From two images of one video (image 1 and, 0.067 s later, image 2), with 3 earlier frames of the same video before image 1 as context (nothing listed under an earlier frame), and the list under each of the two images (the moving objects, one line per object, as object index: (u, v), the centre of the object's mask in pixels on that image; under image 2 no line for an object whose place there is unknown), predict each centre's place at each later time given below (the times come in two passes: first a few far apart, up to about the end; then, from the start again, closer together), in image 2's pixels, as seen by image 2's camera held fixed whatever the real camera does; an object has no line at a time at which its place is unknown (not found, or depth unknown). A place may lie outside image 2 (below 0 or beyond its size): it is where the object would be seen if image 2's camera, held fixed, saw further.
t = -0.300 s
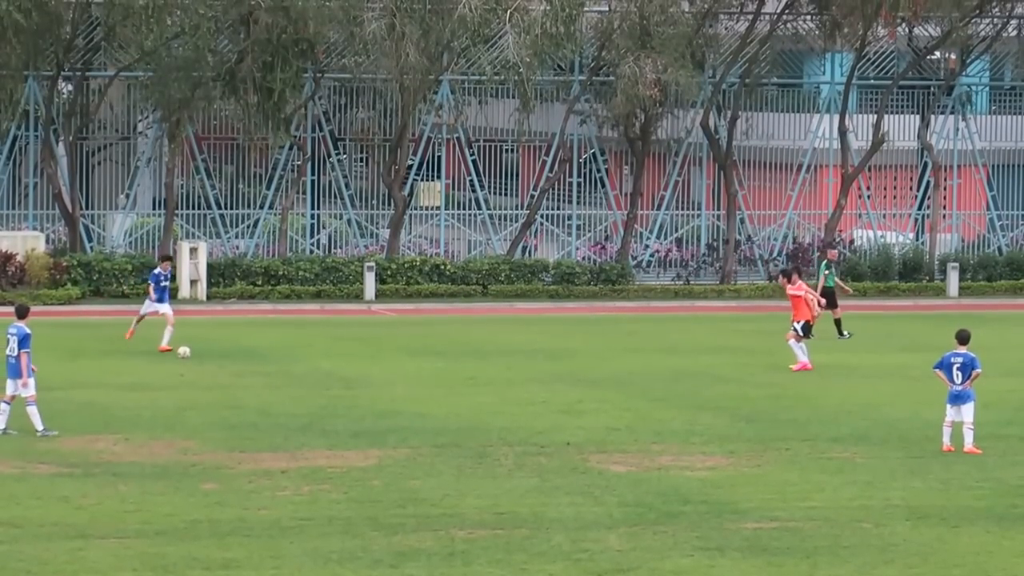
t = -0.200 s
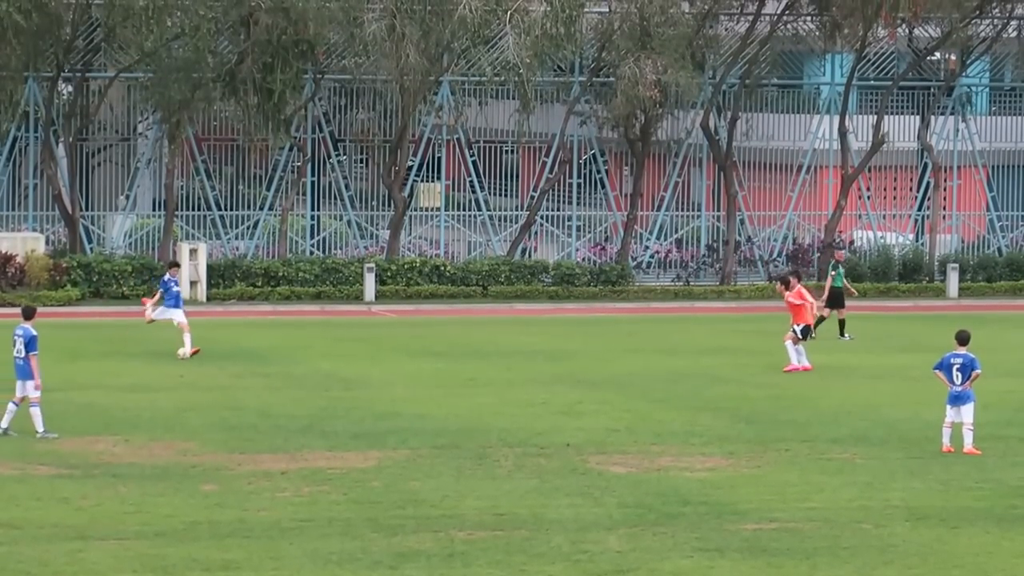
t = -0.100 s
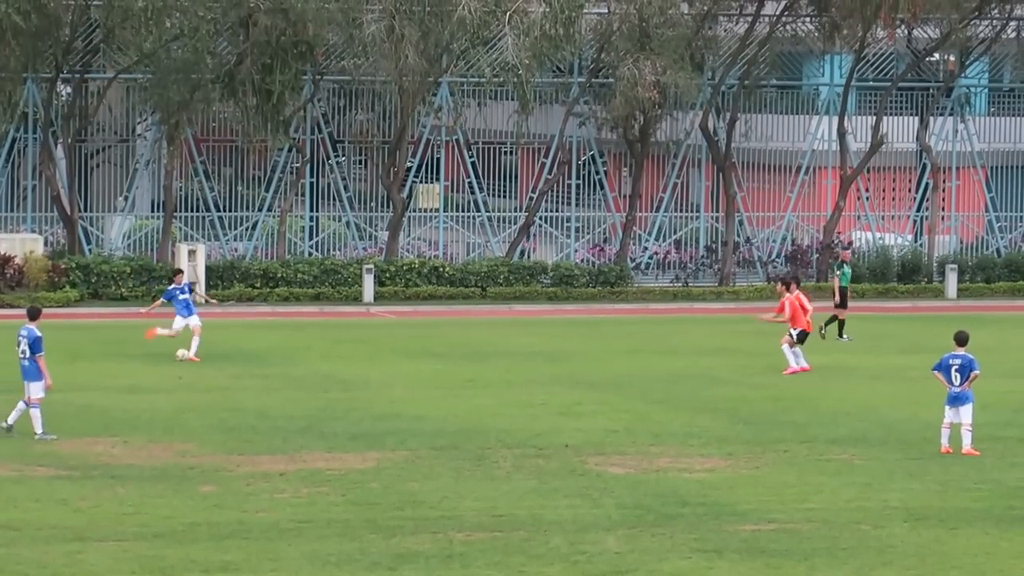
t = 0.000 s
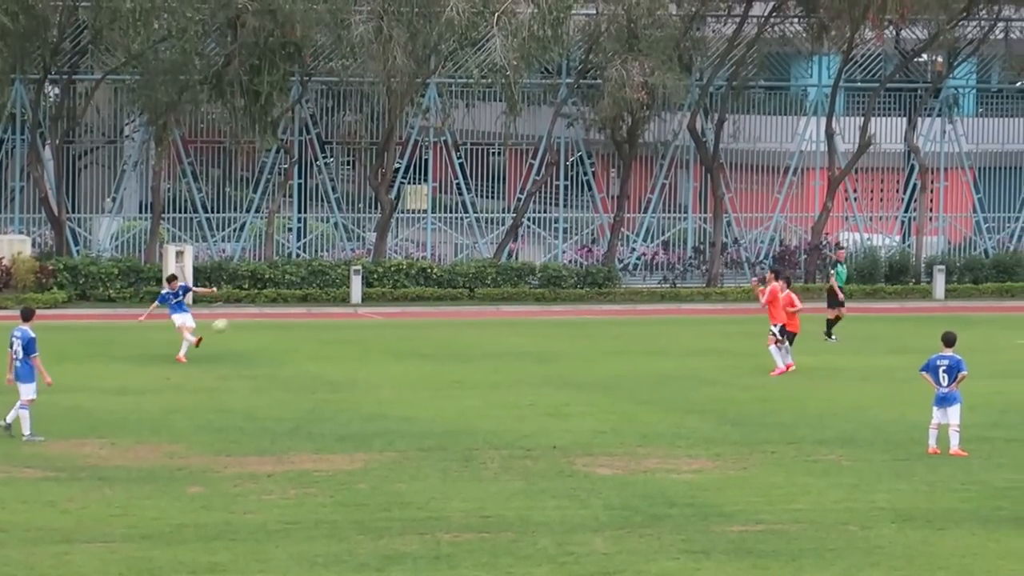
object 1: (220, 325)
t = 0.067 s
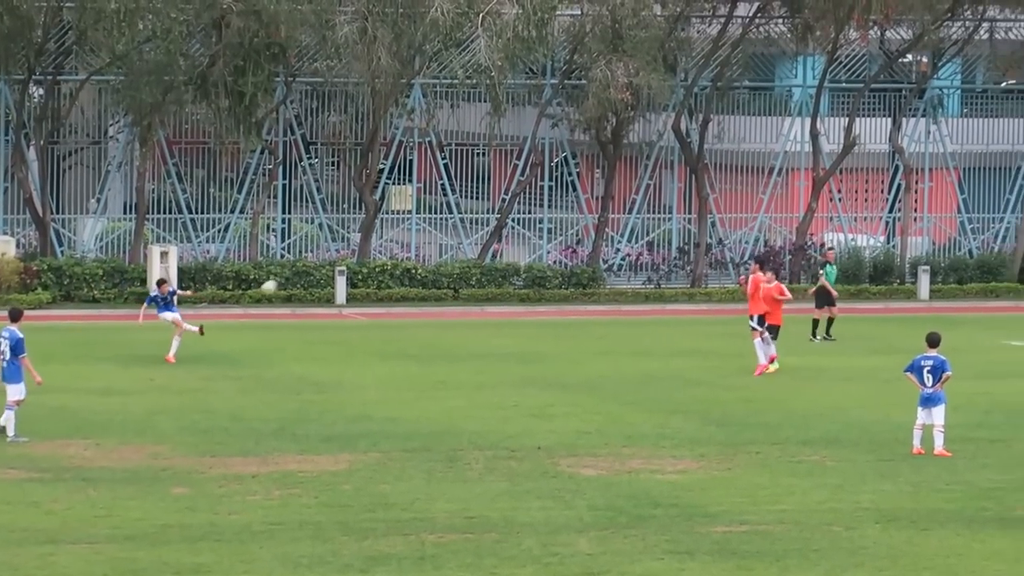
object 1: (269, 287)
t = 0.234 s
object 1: (431, 200)
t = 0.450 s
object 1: (637, 105)
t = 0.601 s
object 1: (779, 47)
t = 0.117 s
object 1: (317, 260)
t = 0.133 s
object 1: (335, 251)
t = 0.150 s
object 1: (352, 241)
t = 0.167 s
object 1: (367, 234)
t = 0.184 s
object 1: (382, 225)
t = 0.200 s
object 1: (399, 216)
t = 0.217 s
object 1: (415, 209)
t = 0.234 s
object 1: (431, 200)
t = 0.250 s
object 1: (447, 192)
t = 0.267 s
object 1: (463, 185)
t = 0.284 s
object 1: (479, 177)
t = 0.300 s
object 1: (495, 169)
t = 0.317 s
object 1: (511, 161)
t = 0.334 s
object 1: (527, 154)
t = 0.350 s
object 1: (542, 147)
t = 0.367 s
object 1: (558, 139)
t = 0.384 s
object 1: (574, 132)
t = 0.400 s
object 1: (590, 126)
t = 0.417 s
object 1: (606, 119)
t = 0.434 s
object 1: (621, 112)
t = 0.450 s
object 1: (637, 105)
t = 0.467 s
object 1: (653, 98)
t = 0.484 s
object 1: (669, 91)
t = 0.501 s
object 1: (684, 84)
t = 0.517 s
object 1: (700, 77)
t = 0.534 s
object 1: (716, 71)
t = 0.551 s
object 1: (731, 65)
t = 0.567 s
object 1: (748, 59)
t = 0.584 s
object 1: (763, 53)
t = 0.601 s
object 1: (779, 47)
